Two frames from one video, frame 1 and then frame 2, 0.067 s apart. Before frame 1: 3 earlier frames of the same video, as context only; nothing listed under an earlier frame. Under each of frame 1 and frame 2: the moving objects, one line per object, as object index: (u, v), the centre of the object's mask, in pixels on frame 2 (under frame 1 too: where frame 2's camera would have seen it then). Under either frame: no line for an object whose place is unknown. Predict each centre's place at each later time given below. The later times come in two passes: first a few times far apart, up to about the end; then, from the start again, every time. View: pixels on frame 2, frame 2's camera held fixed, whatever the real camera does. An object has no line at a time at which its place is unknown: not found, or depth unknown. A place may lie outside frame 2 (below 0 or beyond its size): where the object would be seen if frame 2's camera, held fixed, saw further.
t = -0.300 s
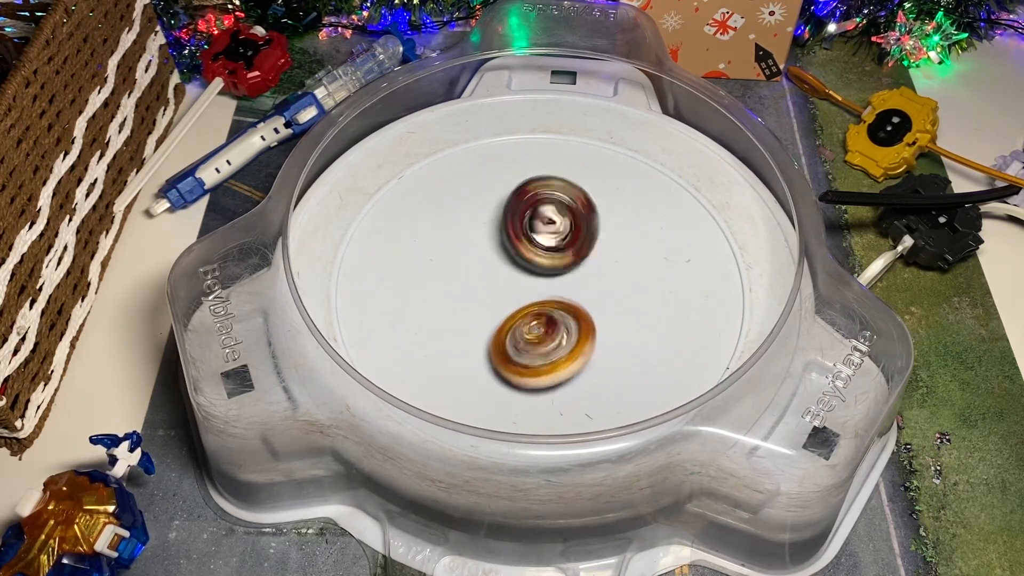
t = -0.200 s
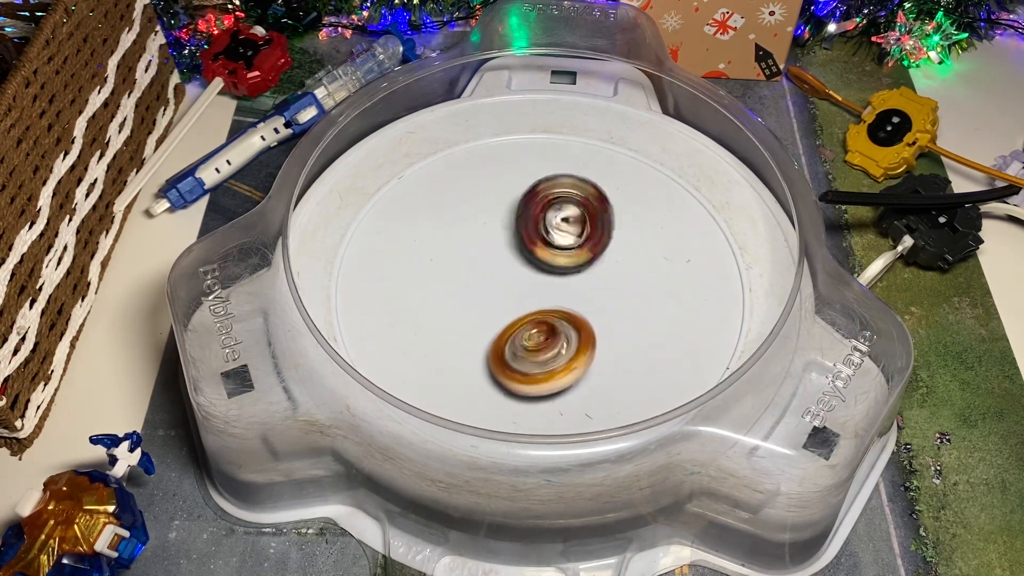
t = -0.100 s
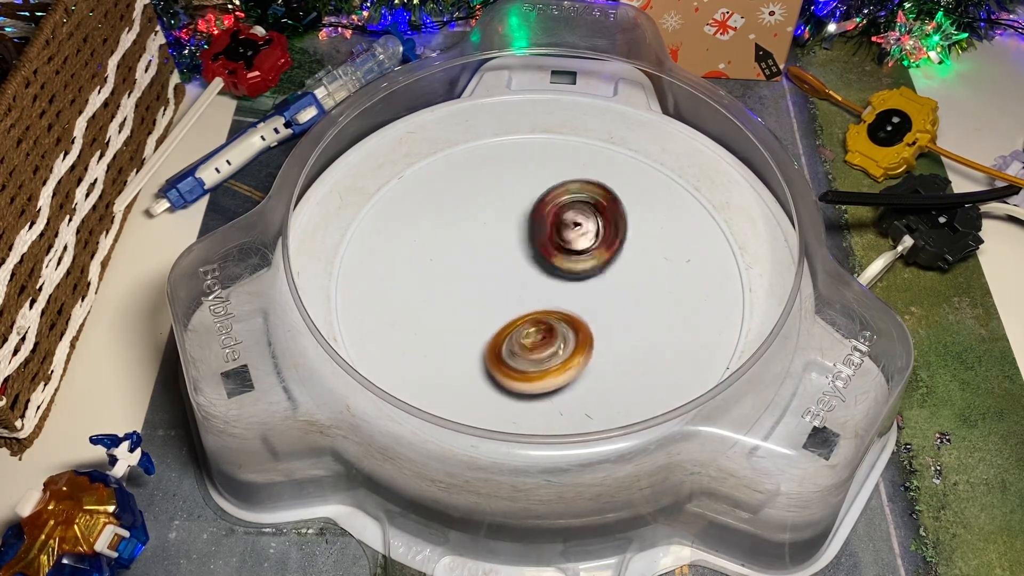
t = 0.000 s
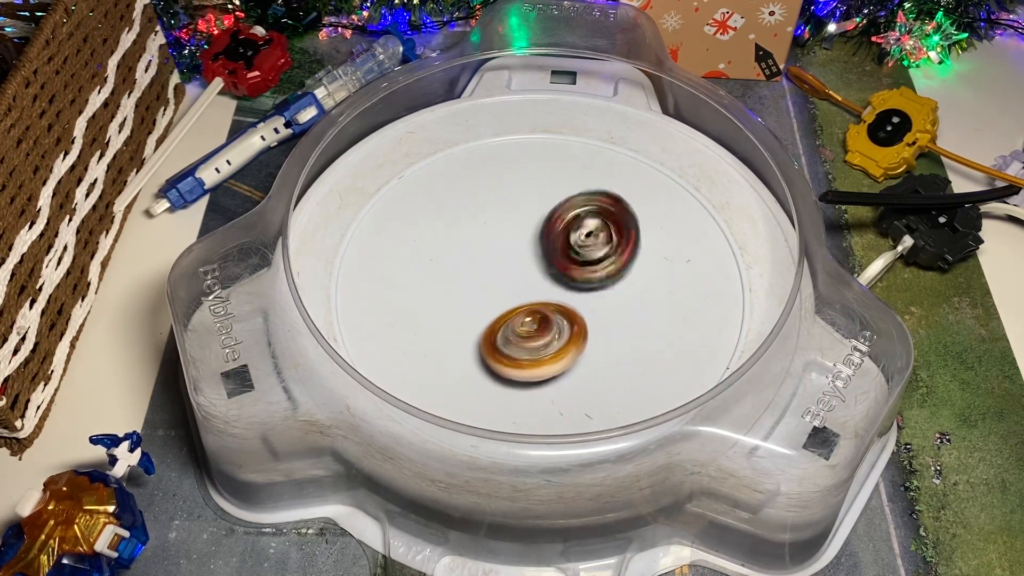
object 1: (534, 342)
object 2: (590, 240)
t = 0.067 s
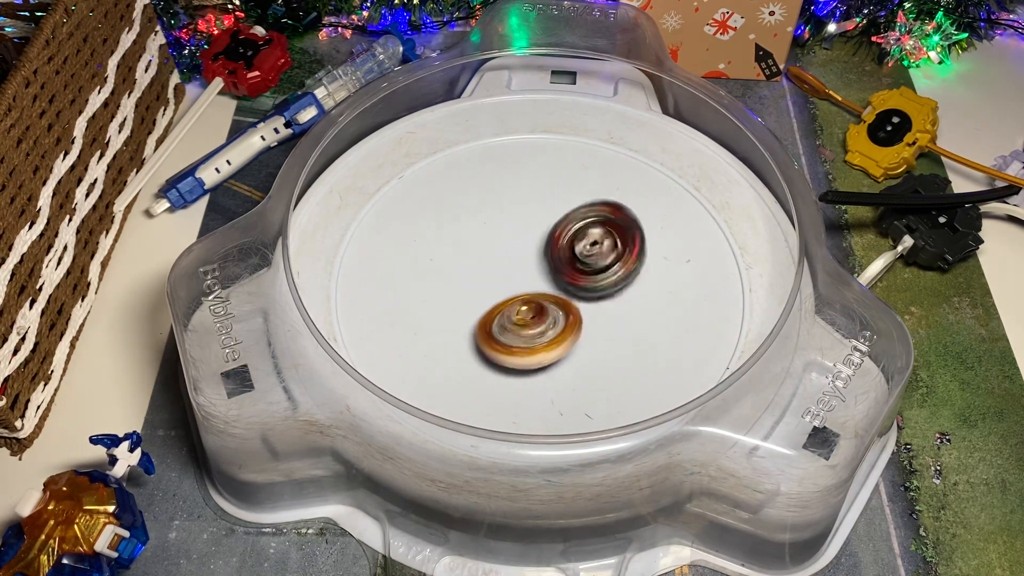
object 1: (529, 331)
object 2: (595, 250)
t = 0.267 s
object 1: (461, 318)
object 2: (624, 266)
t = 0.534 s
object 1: (454, 292)
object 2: (579, 301)
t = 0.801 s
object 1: (452, 236)
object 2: (562, 312)
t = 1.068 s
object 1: (497, 209)
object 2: (546, 309)
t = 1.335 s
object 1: (543, 206)
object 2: (556, 298)
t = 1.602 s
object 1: (552, 208)
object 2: (557, 305)
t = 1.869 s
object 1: (539, 232)
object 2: (549, 322)
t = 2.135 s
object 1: (558, 261)
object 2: (525, 334)
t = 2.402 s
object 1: (587, 288)
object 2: (489, 316)
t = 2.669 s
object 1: (576, 312)
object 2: (490, 261)
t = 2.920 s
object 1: (527, 326)
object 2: (540, 231)
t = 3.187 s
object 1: (483, 302)
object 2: (581, 243)
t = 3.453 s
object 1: (481, 262)
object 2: (582, 295)
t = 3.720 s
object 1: (520, 240)
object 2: (541, 333)
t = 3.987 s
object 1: (570, 245)
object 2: (511, 318)
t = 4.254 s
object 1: (605, 273)
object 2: (494, 275)
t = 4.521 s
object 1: (587, 311)
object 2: (514, 244)
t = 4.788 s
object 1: (535, 331)
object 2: (538, 243)
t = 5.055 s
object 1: (492, 314)
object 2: (567, 254)
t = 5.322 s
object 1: (484, 273)
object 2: (582, 268)
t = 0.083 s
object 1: (527, 328)
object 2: (596, 253)
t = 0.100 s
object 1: (526, 325)
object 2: (597, 256)
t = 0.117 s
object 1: (519, 324)
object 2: (602, 256)
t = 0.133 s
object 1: (512, 323)
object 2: (609, 257)
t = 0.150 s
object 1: (503, 323)
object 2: (614, 256)
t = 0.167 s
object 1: (496, 323)
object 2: (619, 256)
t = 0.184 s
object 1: (489, 322)
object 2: (622, 258)
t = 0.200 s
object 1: (483, 321)
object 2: (624, 258)
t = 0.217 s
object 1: (476, 320)
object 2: (626, 260)
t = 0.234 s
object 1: (471, 320)
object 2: (626, 261)
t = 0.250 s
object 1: (466, 319)
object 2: (626, 265)
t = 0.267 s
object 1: (461, 318)
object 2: (624, 266)
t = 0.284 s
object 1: (457, 316)
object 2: (624, 269)
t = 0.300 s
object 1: (453, 315)
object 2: (622, 271)
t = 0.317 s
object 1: (450, 314)
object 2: (621, 274)
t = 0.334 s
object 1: (448, 313)
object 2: (618, 277)
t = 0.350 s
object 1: (445, 312)
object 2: (617, 278)
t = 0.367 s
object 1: (444, 311)
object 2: (614, 281)
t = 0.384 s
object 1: (443, 309)
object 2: (612, 283)
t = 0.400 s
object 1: (443, 308)
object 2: (608, 287)
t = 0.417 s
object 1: (442, 306)
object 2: (604, 288)
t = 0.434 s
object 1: (443, 304)
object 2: (601, 291)
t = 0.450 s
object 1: (444, 303)
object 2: (598, 293)
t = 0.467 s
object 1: (444, 301)
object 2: (594, 295)
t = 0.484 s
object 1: (446, 299)
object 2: (590, 297)
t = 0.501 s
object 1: (449, 296)
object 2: (587, 298)
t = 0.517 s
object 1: (451, 295)
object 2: (582, 300)
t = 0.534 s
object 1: (454, 292)
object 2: (579, 301)
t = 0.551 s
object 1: (456, 290)
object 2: (573, 303)
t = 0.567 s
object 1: (459, 288)
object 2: (570, 303)
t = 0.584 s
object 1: (462, 285)
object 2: (568, 305)
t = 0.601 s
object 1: (462, 282)
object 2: (566, 304)
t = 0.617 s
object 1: (462, 278)
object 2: (567, 307)
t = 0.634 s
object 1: (459, 273)
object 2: (570, 309)
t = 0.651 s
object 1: (456, 268)
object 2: (573, 311)
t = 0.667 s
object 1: (455, 263)
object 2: (573, 314)
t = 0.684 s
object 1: (453, 259)
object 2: (575, 315)
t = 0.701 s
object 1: (452, 255)
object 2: (575, 316)
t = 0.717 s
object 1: (451, 250)
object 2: (574, 316)
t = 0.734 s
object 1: (451, 247)
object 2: (573, 316)
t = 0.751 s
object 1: (450, 244)
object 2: (570, 315)
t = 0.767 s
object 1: (450, 241)
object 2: (568, 314)
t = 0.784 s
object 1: (451, 238)
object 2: (565, 313)
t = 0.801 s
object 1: (452, 236)
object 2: (562, 312)
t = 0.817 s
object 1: (454, 234)
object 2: (561, 311)
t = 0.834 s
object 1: (456, 233)
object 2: (558, 310)
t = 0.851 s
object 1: (458, 232)
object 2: (556, 308)
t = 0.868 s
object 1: (461, 230)
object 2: (552, 307)
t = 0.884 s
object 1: (464, 229)
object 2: (550, 305)
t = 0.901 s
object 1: (466, 228)
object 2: (548, 305)
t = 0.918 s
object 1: (469, 228)
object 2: (547, 302)
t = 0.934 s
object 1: (473, 228)
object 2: (545, 301)
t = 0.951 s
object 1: (477, 228)
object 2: (542, 299)
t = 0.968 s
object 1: (481, 227)
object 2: (541, 296)
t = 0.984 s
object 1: (485, 227)
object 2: (540, 295)
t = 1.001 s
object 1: (488, 224)
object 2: (540, 297)
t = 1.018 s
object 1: (491, 221)
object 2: (542, 301)
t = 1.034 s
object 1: (493, 216)
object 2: (543, 304)
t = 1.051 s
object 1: (495, 212)
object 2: (545, 307)
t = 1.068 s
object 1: (497, 209)
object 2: (546, 309)
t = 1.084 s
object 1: (500, 207)
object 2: (546, 310)
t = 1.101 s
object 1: (502, 204)
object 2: (548, 312)
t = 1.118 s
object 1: (505, 203)
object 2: (547, 312)
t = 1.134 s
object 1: (508, 201)
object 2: (548, 311)
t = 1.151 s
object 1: (510, 199)
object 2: (549, 310)
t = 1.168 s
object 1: (512, 198)
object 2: (549, 309)
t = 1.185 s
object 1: (515, 198)
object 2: (551, 308)
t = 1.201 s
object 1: (519, 198)
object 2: (551, 307)
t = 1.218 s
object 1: (522, 198)
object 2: (552, 305)
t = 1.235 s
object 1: (526, 199)
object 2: (553, 305)
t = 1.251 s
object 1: (529, 199)
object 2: (553, 303)
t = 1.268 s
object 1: (531, 200)
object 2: (554, 302)
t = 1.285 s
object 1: (534, 202)
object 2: (553, 301)
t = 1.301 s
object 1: (537, 204)
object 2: (554, 299)
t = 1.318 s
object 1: (540, 205)
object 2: (555, 298)
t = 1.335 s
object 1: (543, 206)
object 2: (556, 298)
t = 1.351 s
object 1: (545, 207)
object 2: (557, 297)
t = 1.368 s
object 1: (546, 209)
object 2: (556, 296)
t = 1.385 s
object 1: (548, 210)
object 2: (556, 294)
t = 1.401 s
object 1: (550, 212)
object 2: (557, 294)
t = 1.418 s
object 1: (551, 213)
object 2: (558, 294)
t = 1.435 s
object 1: (552, 213)
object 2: (558, 296)
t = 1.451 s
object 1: (553, 212)
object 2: (557, 298)
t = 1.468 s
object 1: (554, 212)
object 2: (555, 300)
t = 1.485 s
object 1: (556, 211)
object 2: (556, 303)
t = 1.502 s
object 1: (555, 209)
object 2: (555, 304)
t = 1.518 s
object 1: (555, 208)
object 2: (555, 304)
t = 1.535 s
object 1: (555, 208)
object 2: (555, 306)
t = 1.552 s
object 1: (554, 207)
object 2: (555, 306)
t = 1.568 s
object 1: (553, 206)
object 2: (556, 305)
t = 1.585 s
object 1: (552, 208)
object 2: (557, 306)
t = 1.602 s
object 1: (552, 208)
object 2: (557, 305)
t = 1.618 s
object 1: (551, 208)
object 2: (558, 306)
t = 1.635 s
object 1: (549, 209)
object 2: (557, 307)
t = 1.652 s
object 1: (548, 211)
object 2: (557, 305)
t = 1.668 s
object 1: (549, 213)
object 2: (557, 306)
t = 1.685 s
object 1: (546, 213)
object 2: (556, 306)
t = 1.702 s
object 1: (546, 216)
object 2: (556, 306)
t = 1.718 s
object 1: (545, 219)
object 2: (555, 306)
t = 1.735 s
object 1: (545, 220)
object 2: (554, 306)
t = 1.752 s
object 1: (543, 222)
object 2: (556, 305)
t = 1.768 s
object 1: (542, 225)
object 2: (556, 306)
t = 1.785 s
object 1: (542, 227)
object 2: (556, 305)
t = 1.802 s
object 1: (542, 228)
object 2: (555, 306)
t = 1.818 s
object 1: (540, 230)
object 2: (551, 310)
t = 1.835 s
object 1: (541, 233)
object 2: (551, 314)
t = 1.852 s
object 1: (541, 233)
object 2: (550, 318)
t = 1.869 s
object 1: (539, 232)
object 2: (549, 322)
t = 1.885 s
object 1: (540, 235)
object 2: (548, 325)
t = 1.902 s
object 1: (541, 236)
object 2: (546, 329)
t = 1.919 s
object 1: (539, 237)
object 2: (545, 330)
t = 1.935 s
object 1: (541, 238)
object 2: (544, 332)
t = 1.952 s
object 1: (541, 240)
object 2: (543, 333)
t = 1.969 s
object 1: (541, 241)
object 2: (542, 333)
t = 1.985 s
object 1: (542, 243)
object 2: (540, 335)
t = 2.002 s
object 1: (544, 246)
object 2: (538, 335)
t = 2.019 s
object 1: (544, 247)
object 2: (537, 335)
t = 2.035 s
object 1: (546, 250)
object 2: (536, 335)
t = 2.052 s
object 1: (548, 252)
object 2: (534, 335)
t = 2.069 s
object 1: (550, 254)
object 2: (534, 335)
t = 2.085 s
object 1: (551, 256)
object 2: (531, 335)
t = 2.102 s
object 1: (554, 258)
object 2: (530, 334)
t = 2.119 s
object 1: (557, 259)
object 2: (527, 334)
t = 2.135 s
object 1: (558, 261)
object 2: (525, 334)
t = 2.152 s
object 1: (563, 262)
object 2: (519, 336)
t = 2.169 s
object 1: (568, 263)
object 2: (513, 337)
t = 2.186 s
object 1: (569, 265)
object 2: (509, 339)
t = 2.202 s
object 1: (574, 266)
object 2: (506, 337)
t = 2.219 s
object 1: (576, 266)
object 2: (503, 337)
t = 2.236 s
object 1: (578, 266)
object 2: (499, 337)
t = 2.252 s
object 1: (581, 268)
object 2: (496, 335)
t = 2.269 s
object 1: (582, 269)
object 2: (495, 334)
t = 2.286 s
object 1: (583, 270)
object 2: (493, 332)
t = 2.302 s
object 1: (585, 273)
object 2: (491, 330)
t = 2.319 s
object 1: (584, 274)
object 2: (491, 329)
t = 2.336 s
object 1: (585, 277)
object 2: (491, 327)
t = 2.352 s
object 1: (586, 280)
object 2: (491, 323)
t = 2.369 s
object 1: (585, 282)
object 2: (490, 322)
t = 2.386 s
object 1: (585, 285)
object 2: (489, 319)
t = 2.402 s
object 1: (587, 288)
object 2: (489, 316)
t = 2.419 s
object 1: (585, 290)
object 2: (489, 314)
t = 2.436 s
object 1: (587, 294)
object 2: (487, 311)
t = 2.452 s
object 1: (591, 295)
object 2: (483, 306)
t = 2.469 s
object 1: (590, 297)
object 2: (481, 304)
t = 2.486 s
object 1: (593, 299)
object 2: (479, 300)
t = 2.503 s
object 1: (595, 300)
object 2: (477, 295)
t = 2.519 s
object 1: (594, 301)
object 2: (477, 291)
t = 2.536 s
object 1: (595, 303)
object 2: (477, 288)
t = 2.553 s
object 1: (594, 304)
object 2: (477, 285)
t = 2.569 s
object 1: (591, 306)
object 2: (479, 281)
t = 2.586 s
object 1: (591, 306)
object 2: (479, 277)
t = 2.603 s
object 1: (588, 307)
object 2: (480, 273)
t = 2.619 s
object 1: (586, 309)
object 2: (483, 270)
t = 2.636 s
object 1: (584, 310)
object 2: (485, 268)
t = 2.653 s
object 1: (579, 311)
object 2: (487, 264)
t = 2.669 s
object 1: (576, 312)
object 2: (490, 261)
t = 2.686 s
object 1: (573, 313)
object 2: (492, 259)
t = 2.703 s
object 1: (569, 315)
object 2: (494, 256)
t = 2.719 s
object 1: (568, 316)
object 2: (497, 253)
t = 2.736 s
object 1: (564, 317)
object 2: (501, 251)
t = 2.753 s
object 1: (561, 320)
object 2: (502, 247)
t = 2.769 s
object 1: (559, 321)
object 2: (506, 244)
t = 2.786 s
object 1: (554, 322)
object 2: (510, 242)
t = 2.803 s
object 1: (551, 324)
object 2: (513, 240)
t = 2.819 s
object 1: (549, 325)
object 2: (516, 238)
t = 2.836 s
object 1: (544, 325)
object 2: (520, 236)
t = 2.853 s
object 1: (542, 326)
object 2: (525, 235)
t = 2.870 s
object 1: (538, 326)
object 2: (529, 234)
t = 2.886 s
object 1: (534, 327)
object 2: (532, 232)
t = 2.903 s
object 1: (531, 327)
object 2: (537, 231)
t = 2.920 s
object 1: (527, 326)
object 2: (540, 231)
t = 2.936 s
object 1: (524, 326)
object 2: (543, 229)
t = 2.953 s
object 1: (520, 325)
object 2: (547, 229)
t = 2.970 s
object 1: (517, 325)
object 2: (551, 229)
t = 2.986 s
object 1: (514, 324)
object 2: (554, 228)
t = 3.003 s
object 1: (510, 322)
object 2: (557, 228)
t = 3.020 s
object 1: (507, 322)
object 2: (561, 229)
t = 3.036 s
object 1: (505, 321)
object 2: (563, 230)
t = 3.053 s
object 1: (501, 318)
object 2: (565, 230)
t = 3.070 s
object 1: (499, 317)
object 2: (568, 231)
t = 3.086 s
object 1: (497, 315)
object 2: (570, 233)
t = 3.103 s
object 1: (493, 313)
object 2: (572, 234)
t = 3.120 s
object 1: (491, 311)
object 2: (574, 235)
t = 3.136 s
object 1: (489, 309)
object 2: (576, 237)
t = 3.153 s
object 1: (488, 307)
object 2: (578, 239)
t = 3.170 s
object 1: (485, 305)
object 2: (579, 241)
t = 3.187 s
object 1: (483, 302)
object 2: (581, 243)
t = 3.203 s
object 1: (483, 300)
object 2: (582, 246)
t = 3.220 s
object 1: (481, 296)
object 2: (584, 249)
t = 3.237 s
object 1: (480, 294)
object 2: (585, 251)
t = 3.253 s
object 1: (480, 292)
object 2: (586, 254)
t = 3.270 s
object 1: (477, 288)
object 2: (586, 257)
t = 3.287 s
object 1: (478, 287)
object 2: (587, 261)
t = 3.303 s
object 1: (478, 284)
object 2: (587, 264)
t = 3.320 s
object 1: (476, 281)
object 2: (588, 266)
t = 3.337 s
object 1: (477, 279)
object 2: (588, 270)
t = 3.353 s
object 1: (476, 275)
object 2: (587, 274)
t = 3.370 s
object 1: (477, 274)
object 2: (587, 277)
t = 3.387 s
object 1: (478, 271)
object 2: (587, 281)
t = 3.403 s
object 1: (478, 269)
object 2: (585, 285)
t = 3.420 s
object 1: (480, 267)
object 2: (584, 289)
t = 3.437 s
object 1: (480, 264)
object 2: (583, 292)
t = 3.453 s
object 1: (481, 262)
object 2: (582, 295)
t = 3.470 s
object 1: (483, 261)
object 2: (580, 299)
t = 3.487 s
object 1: (483, 258)
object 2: (578, 302)
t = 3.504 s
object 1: (486, 256)
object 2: (576, 305)
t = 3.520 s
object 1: (488, 253)
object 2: (574, 308)
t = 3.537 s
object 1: (489, 253)
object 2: (572, 311)
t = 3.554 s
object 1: (492, 251)
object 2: (569, 315)
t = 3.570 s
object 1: (494, 249)
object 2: (566, 317)
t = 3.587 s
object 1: (497, 248)
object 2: (565, 319)
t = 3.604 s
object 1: (499, 246)
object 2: (562, 322)
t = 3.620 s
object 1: (503, 245)
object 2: (559, 324)
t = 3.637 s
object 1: (506, 245)
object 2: (556, 326)
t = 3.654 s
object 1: (507, 243)
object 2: (553, 327)
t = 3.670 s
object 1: (511, 242)
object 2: (550, 329)
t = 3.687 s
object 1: (514, 241)
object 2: (547, 330)
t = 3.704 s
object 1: (516, 240)
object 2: (544, 331)
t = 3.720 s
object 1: (520, 240)
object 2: (541, 333)
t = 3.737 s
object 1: (523, 239)
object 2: (539, 333)
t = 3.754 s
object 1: (527, 239)
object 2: (537, 333)
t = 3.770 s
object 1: (530, 238)
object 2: (534, 334)
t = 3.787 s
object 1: (533, 238)
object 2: (532, 333)
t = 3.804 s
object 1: (537, 239)
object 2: (530, 333)
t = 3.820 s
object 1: (539, 238)
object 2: (528, 332)
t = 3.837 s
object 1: (543, 238)
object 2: (526, 332)
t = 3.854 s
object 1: (547, 239)
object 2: (524, 331)
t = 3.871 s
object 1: (549, 239)
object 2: (521, 330)
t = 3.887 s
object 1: (553, 240)
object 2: (520, 329)
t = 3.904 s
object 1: (555, 240)
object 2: (518, 328)
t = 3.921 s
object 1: (558, 242)
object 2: (517, 327)
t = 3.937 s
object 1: (562, 242)
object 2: (515, 325)
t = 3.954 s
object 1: (564, 243)
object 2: (514, 323)
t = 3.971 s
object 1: (567, 245)
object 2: (513, 320)
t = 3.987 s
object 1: (570, 245)
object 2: (511, 318)
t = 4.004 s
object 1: (572, 247)
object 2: (510, 316)
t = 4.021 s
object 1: (576, 249)
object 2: (509, 314)
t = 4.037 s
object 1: (576, 250)
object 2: (507, 310)
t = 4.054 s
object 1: (580, 252)
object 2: (506, 307)
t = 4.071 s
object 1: (582, 253)
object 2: (505, 305)
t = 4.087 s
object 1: (585, 255)
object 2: (503, 302)
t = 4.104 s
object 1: (590, 255)
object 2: (501, 299)
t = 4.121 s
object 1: (592, 256)
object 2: (497, 297)
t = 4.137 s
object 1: (596, 258)
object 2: (496, 294)
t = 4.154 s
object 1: (597, 259)
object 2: (496, 291)
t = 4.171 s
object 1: (599, 262)
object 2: (495, 288)
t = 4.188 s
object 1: (602, 264)
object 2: (494, 286)
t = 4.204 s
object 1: (602, 265)
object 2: (495, 284)
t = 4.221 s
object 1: (604, 268)
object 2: (494, 281)
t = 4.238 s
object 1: (605, 269)
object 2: (493, 278)
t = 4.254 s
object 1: (605, 273)
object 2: (494, 275)
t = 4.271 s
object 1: (607, 275)
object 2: (494, 272)
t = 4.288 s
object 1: (605, 277)
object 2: (495, 270)
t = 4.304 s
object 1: (607, 281)
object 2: (496, 267)
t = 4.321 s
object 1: (606, 282)
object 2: (498, 264)
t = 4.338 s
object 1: (605, 286)
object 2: (497, 262)
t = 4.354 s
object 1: (606, 288)
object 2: (499, 259)
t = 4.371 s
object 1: (603, 291)
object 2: (500, 257)
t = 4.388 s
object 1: (603, 294)
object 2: (501, 255)
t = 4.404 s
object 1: (601, 295)
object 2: (503, 254)
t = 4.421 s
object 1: (600, 299)
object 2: (504, 252)
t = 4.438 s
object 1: (599, 300)
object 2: (505, 250)
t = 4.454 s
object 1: (596, 303)
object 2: (506, 249)
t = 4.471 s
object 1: (595, 306)
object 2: (507, 247)
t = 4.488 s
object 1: (591, 307)
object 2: (509, 246)
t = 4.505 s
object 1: (589, 310)
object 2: (511, 245)
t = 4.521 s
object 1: (587, 311)
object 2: (514, 244)
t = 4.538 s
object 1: (583, 314)
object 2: (515, 244)
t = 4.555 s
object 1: (582, 315)
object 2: (516, 243)
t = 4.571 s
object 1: (578, 317)
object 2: (518, 242)
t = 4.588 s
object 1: (575, 319)
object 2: (520, 242)
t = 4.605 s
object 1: (572, 320)
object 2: (521, 241)
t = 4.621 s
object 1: (568, 321)
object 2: (523, 241)
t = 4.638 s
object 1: (566, 322)
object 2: (525, 241)
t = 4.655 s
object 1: (561, 323)
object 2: (526, 241)
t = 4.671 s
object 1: (559, 325)
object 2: (528, 241)
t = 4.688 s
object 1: (555, 326)
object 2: (528, 242)
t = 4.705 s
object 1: (551, 327)
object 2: (530, 242)
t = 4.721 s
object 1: (548, 327)
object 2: (531, 243)
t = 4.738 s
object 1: (544, 328)
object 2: (533, 243)
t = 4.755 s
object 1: (541, 329)
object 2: (535, 243)
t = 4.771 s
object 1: (538, 329)
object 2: (536, 244)
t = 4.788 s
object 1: (535, 331)
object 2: (538, 243)
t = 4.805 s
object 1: (532, 332)
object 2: (541, 242)
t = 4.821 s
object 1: (527, 333)
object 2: (544, 242)
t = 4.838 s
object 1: (525, 333)
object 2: (545, 243)
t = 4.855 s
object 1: (521, 333)
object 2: (547, 243)
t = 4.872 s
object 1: (519, 333)
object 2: (549, 244)
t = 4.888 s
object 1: (515, 332)
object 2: (551, 245)
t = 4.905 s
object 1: (513, 332)
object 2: (554, 245)
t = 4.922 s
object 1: (510, 330)
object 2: (556, 246)
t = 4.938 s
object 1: (507, 329)
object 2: (557, 247)
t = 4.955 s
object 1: (505, 327)
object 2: (559, 248)
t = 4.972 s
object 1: (502, 326)
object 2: (561, 249)
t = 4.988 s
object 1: (500, 323)
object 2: (562, 250)
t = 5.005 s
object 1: (497, 321)
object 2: (563, 251)
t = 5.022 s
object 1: (495, 319)
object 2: (564, 252)
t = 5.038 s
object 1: (494, 318)
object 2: (566, 253)
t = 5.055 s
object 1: (492, 314)
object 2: (567, 254)
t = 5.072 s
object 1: (490, 312)
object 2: (568, 255)
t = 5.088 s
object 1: (488, 309)
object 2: (569, 256)
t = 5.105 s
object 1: (488, 307)
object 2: (570, 257)
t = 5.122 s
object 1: (486, 303)
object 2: (571, 258)
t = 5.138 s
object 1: (485, 301)
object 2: (571, 259)
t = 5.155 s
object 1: (486, 298)
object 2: (572, 260)
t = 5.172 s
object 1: (484, 295)
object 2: (572, 260)
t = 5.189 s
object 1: (484, 293)
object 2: (572, 261)
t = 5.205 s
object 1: (483, 289)
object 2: (573, 262)
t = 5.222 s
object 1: (484, 288)
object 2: (574, 262)
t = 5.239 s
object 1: (482, 284)
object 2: (576, 263)
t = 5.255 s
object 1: (483, 282)
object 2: (578, 264)
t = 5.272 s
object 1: (482, 280)
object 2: (579, 266)
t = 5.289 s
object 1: (482, 279)
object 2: (580, 267)
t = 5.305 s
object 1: (484, 276)
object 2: (581, 268)
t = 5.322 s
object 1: (484, 273)
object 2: (582, 268)
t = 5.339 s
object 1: (485, 272)
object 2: (583, 269)
